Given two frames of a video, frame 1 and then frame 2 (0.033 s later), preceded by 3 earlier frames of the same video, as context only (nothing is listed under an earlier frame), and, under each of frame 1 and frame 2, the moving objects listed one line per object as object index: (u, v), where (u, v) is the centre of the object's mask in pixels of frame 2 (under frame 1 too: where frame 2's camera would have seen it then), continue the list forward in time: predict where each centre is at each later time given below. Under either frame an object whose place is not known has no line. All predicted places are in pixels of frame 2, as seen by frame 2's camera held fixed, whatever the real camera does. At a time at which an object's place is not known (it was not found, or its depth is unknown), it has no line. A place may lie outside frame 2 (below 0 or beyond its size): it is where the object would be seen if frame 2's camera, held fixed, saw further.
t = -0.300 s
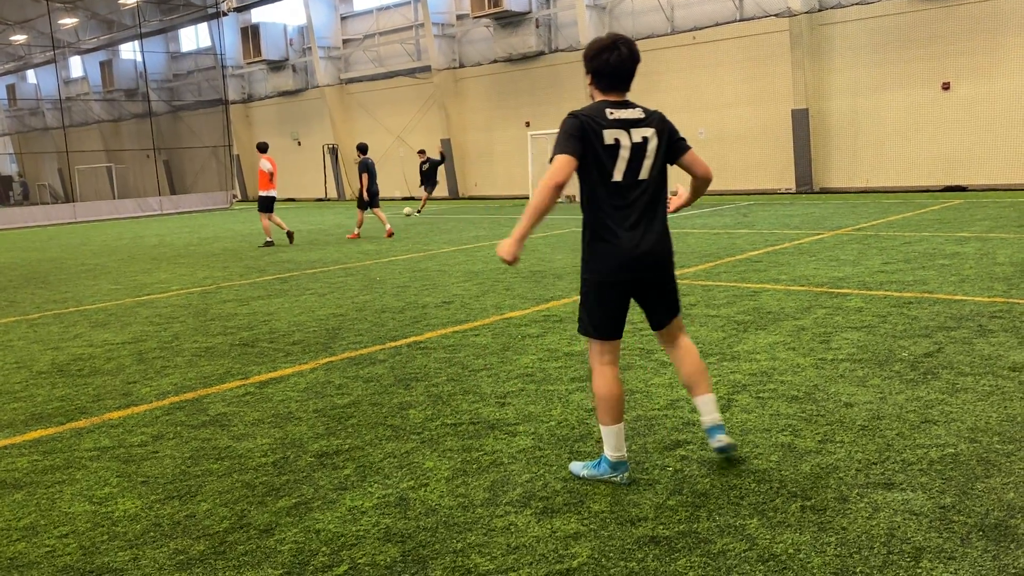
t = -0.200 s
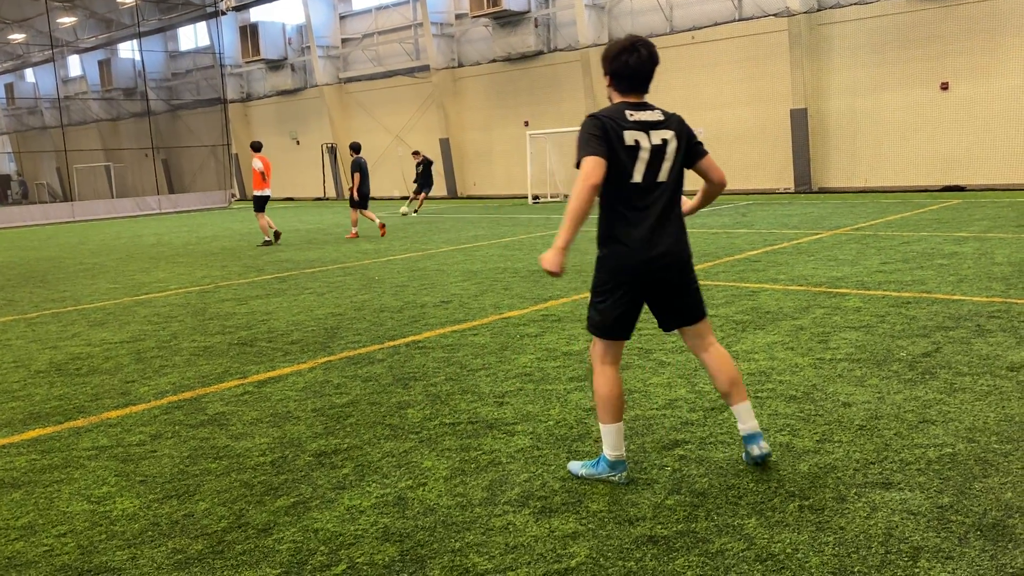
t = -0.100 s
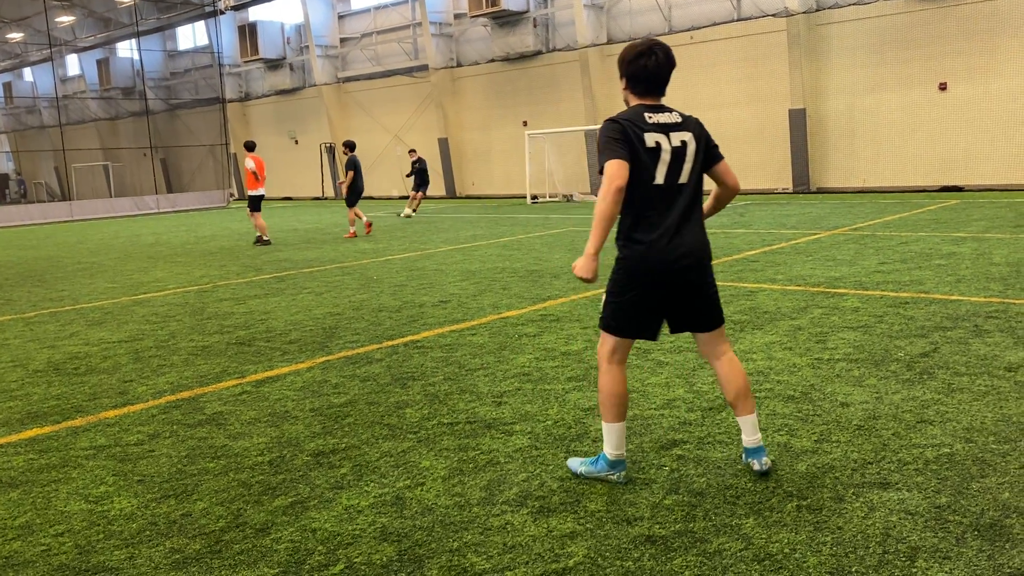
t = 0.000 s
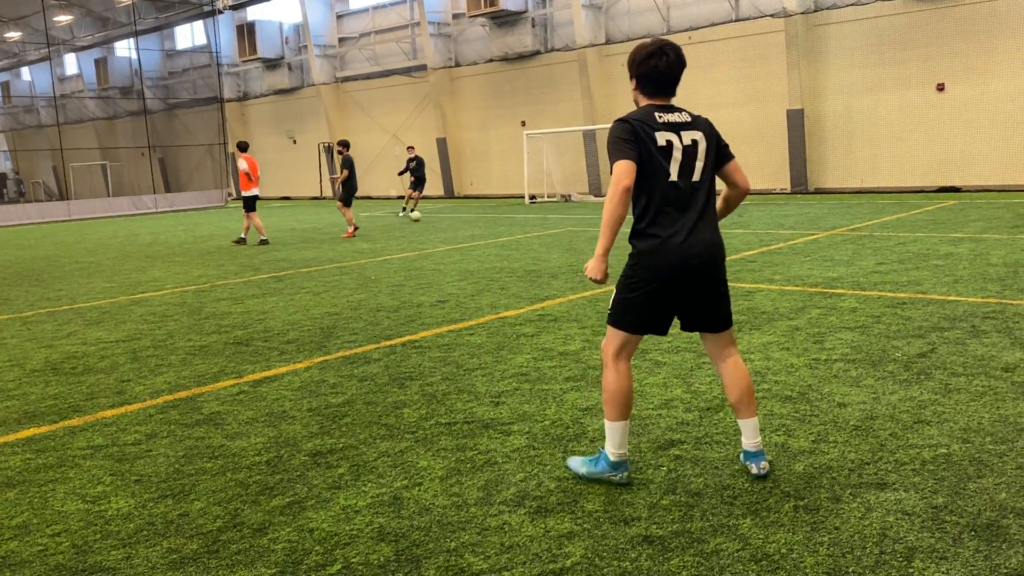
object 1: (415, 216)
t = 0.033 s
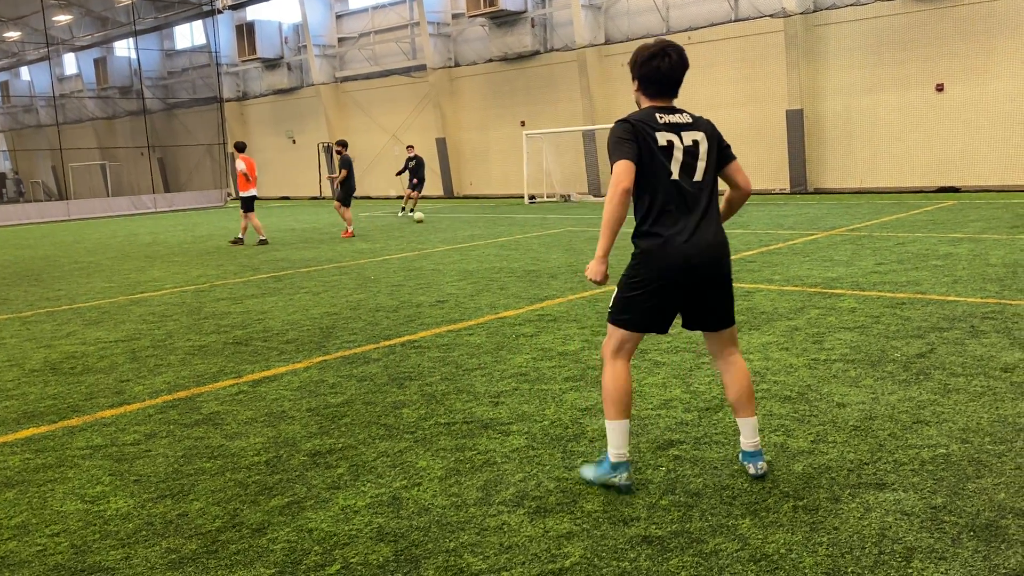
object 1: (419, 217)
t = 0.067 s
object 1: (422, 218)
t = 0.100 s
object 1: (426, 220)
